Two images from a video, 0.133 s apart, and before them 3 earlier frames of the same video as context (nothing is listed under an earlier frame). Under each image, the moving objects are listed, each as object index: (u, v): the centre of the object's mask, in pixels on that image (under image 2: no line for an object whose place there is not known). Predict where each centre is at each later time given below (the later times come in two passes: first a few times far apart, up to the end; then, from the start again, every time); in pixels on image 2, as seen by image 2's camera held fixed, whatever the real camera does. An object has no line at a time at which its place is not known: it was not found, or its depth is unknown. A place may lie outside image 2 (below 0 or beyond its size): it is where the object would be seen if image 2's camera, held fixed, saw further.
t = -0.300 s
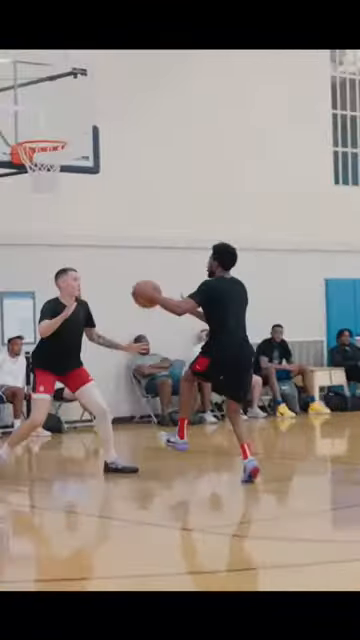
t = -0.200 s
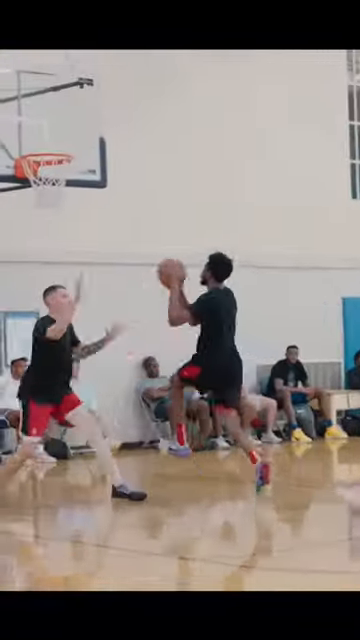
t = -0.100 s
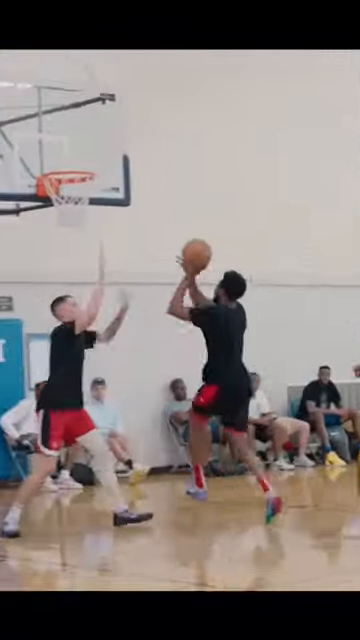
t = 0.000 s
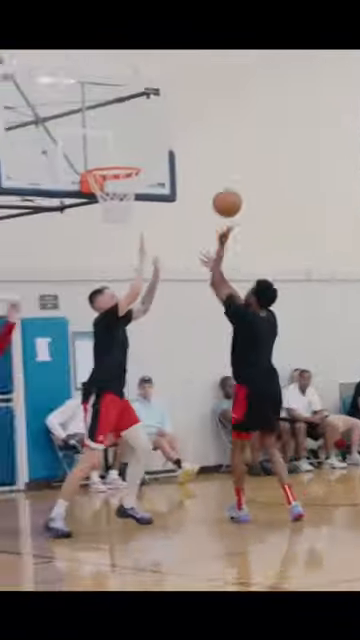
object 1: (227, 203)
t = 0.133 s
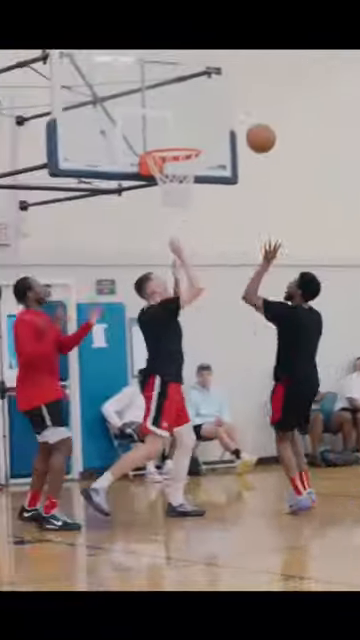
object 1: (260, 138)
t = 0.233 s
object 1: (239, 118)
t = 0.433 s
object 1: (202, 113)
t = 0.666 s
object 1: (170, 148)
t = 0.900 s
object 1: (186, 187)
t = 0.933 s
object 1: (186, 189)
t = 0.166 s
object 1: (253, 130)
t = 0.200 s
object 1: (246, 123)
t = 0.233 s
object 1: (239, 118)
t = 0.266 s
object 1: (231, 114)
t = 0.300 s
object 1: (225, 111)
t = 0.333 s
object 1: (219, 110)
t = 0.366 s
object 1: (213, 109)
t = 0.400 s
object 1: (208, 110)
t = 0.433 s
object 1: (202, 113)
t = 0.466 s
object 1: (196, 116)
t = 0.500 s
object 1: (191, 121)
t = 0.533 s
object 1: (186, 127)
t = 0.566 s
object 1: (180, 135)
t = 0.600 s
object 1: (175, 143)
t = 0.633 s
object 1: (171, 148)
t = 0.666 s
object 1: (170, 148)
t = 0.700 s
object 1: (168, 151)
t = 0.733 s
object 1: (168, 156)
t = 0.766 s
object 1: (169, 162)
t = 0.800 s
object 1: (175, 166)
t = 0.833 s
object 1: (177, 172)
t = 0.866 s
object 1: (183, 182)
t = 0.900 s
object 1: (186, 187)
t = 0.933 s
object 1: (186, 189)
